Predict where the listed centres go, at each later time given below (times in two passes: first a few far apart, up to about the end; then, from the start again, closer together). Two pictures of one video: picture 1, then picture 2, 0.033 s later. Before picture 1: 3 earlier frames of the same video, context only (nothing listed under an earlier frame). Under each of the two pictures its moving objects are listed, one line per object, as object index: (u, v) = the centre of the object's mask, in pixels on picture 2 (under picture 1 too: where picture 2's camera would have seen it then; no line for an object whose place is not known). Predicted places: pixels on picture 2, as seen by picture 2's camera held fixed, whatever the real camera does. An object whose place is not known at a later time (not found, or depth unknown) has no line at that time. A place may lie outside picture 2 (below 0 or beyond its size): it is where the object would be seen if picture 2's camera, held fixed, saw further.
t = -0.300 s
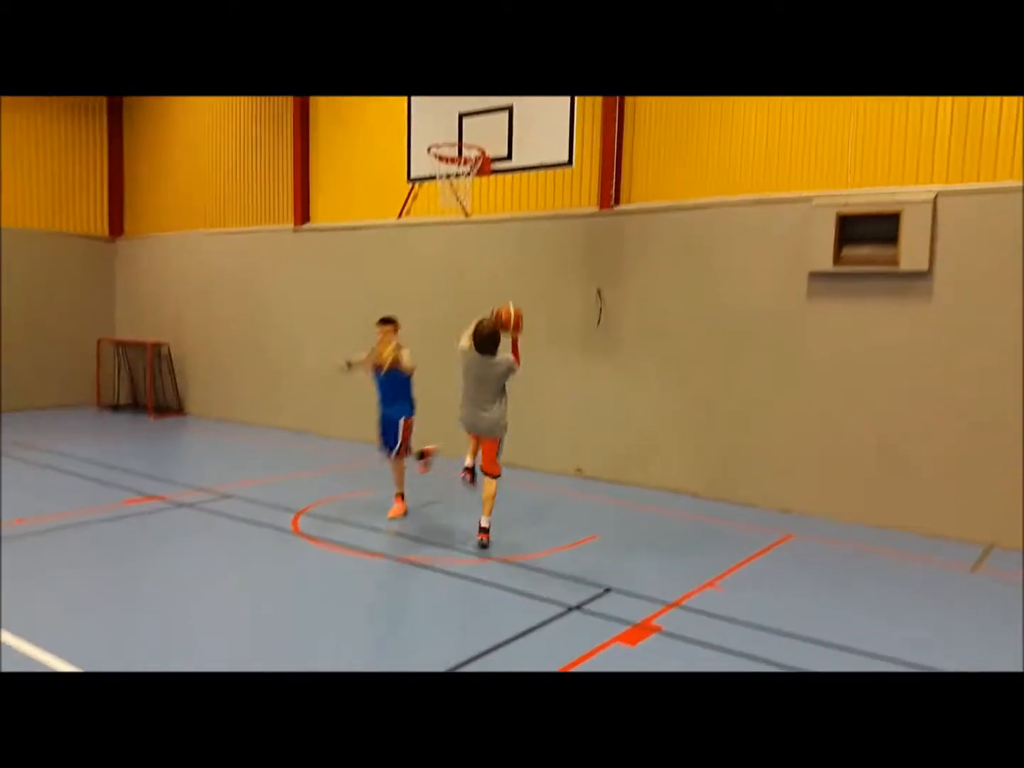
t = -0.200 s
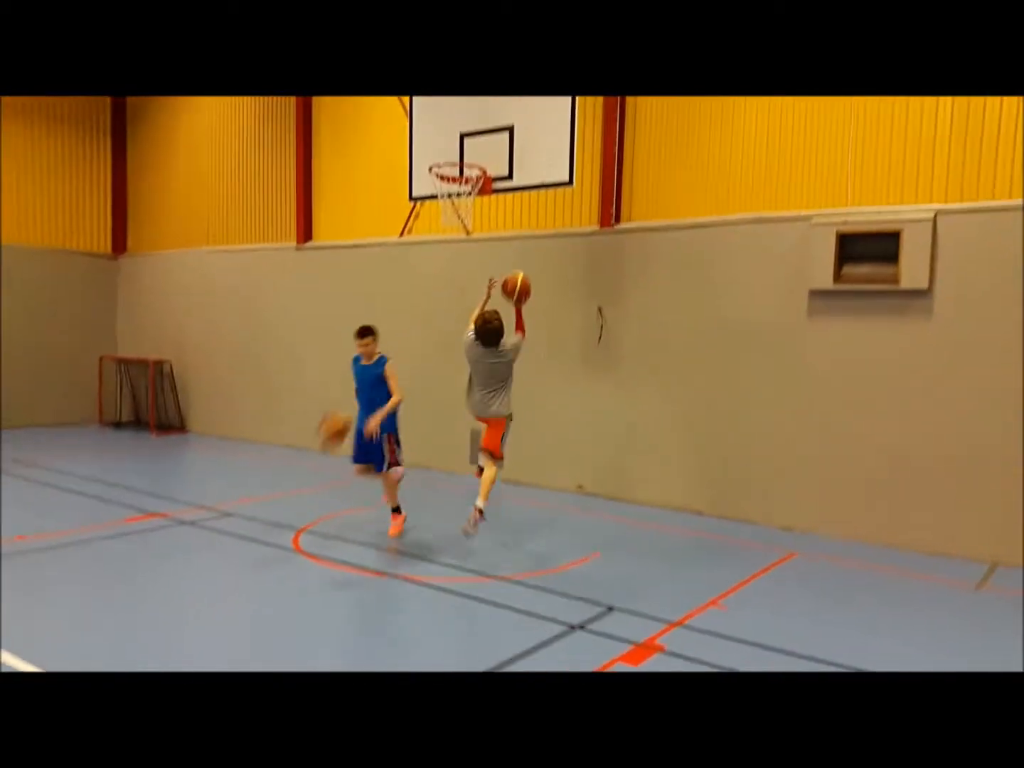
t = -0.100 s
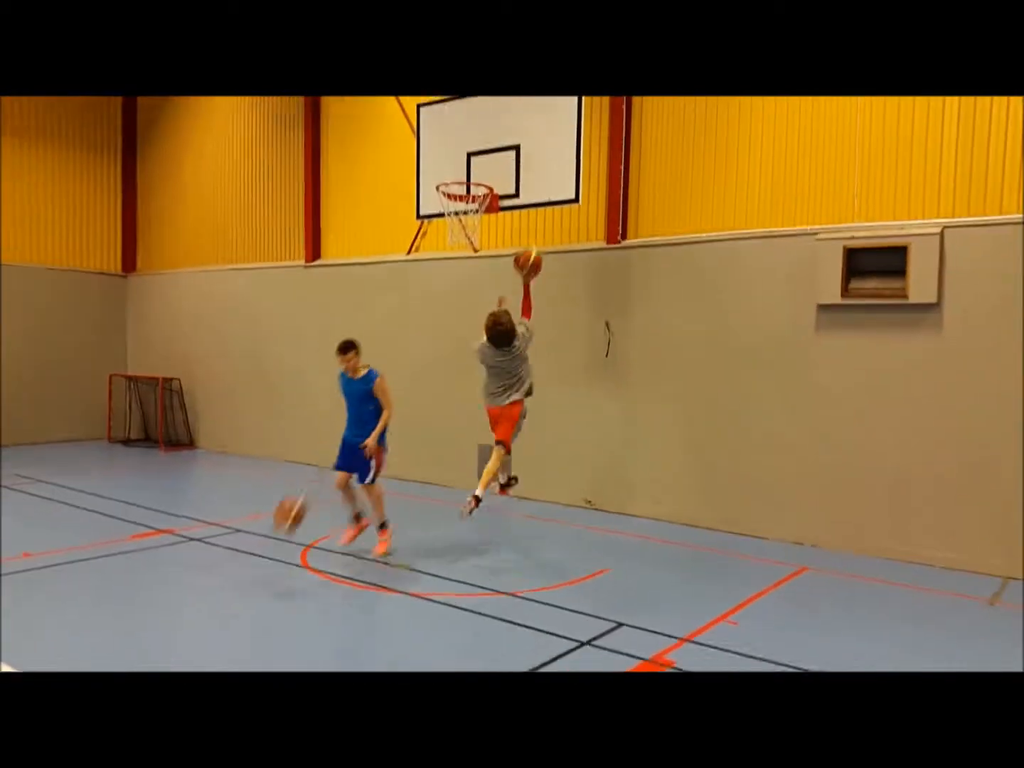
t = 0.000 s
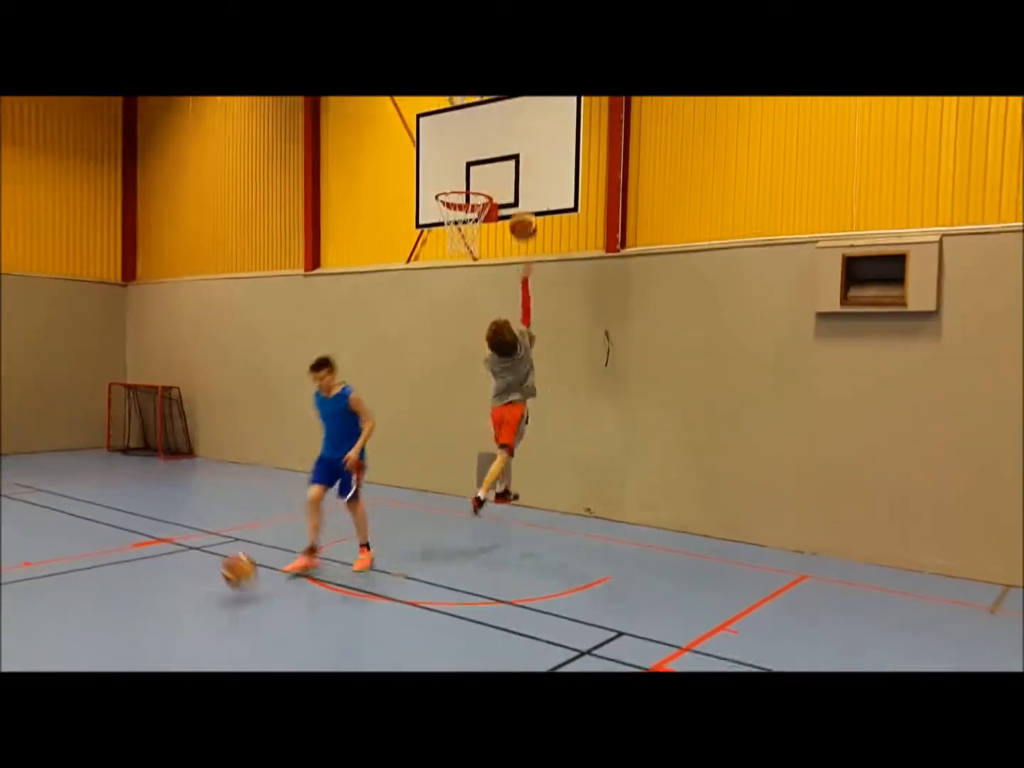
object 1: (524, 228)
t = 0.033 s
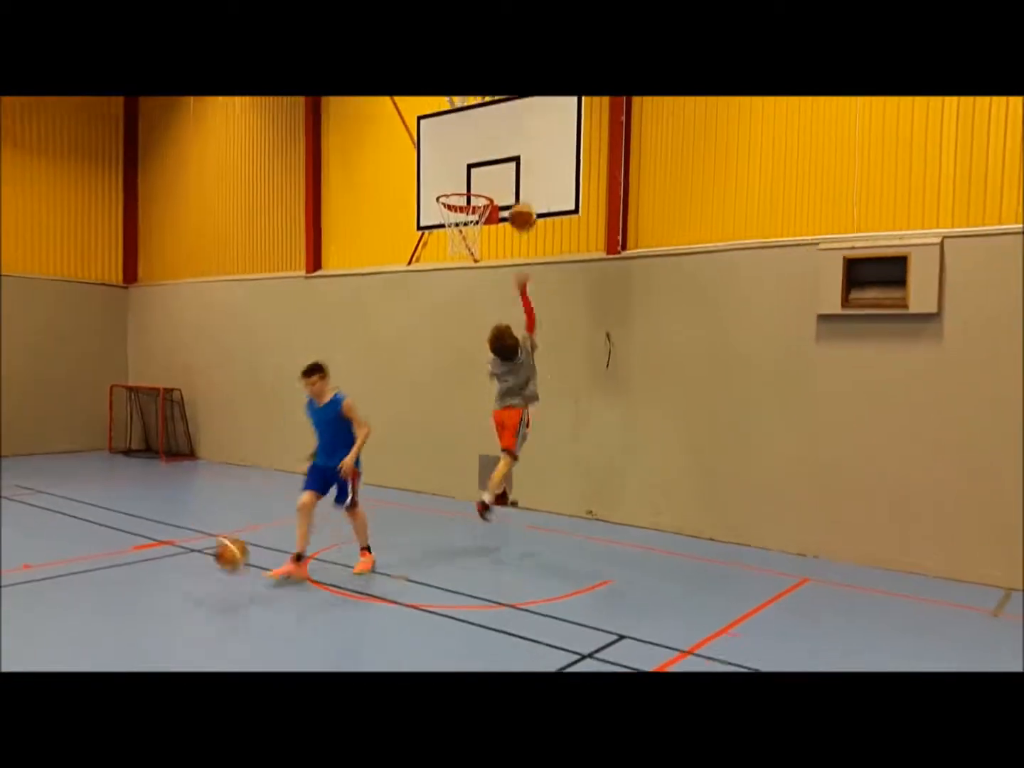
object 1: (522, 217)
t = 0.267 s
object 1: (498, 179)
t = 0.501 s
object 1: (457, 207)
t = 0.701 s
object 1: (446, 257)
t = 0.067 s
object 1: (520, 206)
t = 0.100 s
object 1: (518, 198)
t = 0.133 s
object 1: (517, 192)
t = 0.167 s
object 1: (516, 186)
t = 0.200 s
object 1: (511, 182)
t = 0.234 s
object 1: (505, 180)
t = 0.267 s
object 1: (498, 179)
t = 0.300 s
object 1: (493, 180)
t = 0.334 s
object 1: (487, 181)
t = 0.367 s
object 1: (481, 183)
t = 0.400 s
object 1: (476, 186)
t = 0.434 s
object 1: (469, 188)
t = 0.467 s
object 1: (462, 201)
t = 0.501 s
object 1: (457, 207)
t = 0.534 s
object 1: (453, 215)
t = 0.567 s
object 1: (450, 224)
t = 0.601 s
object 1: (449, 234)
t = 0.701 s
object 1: (446, 257)
